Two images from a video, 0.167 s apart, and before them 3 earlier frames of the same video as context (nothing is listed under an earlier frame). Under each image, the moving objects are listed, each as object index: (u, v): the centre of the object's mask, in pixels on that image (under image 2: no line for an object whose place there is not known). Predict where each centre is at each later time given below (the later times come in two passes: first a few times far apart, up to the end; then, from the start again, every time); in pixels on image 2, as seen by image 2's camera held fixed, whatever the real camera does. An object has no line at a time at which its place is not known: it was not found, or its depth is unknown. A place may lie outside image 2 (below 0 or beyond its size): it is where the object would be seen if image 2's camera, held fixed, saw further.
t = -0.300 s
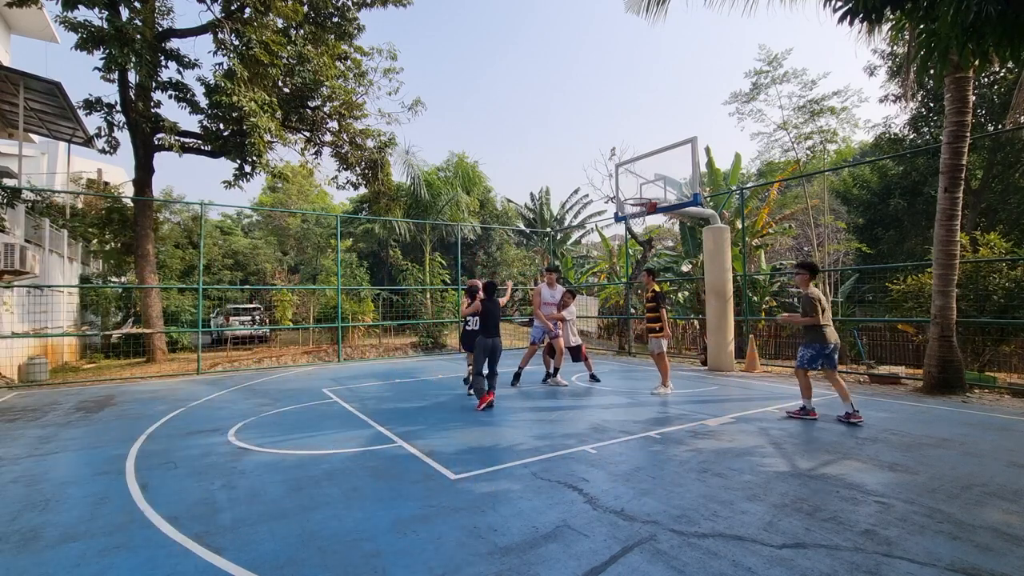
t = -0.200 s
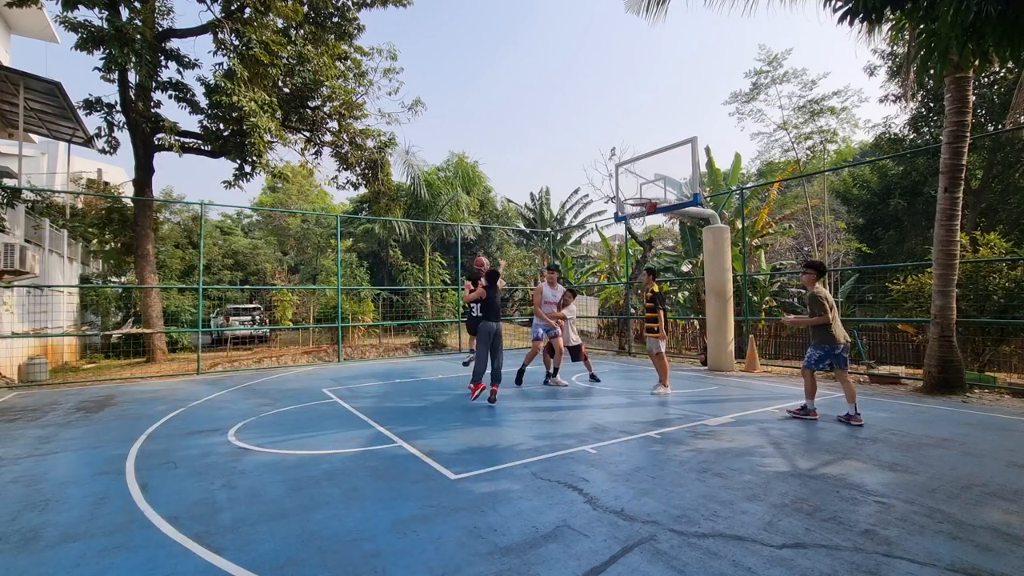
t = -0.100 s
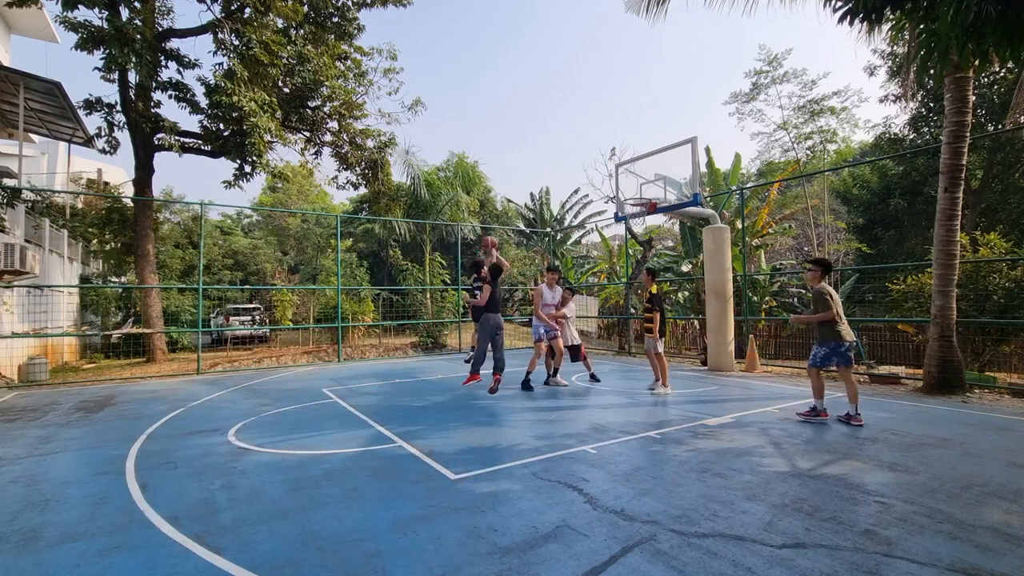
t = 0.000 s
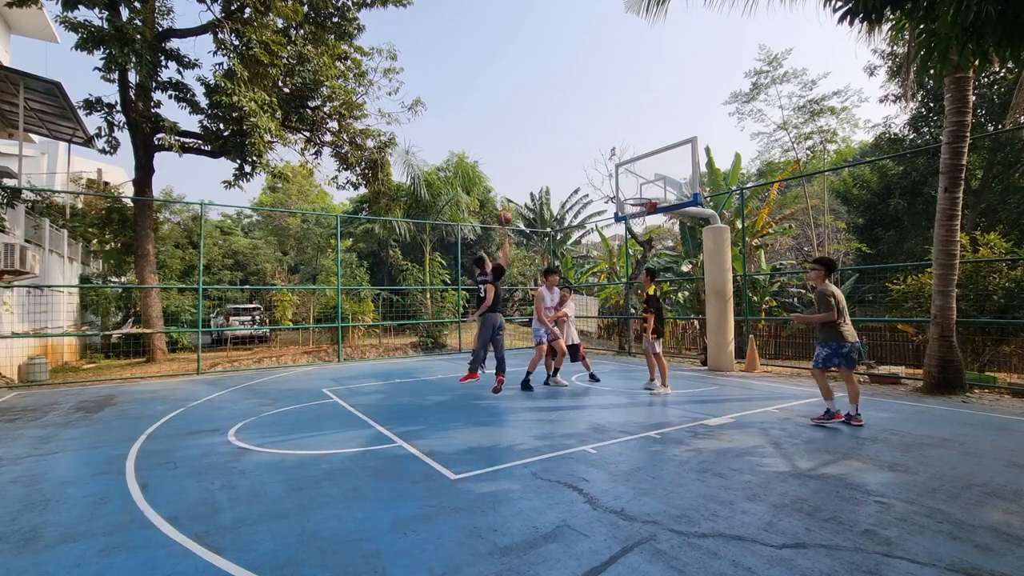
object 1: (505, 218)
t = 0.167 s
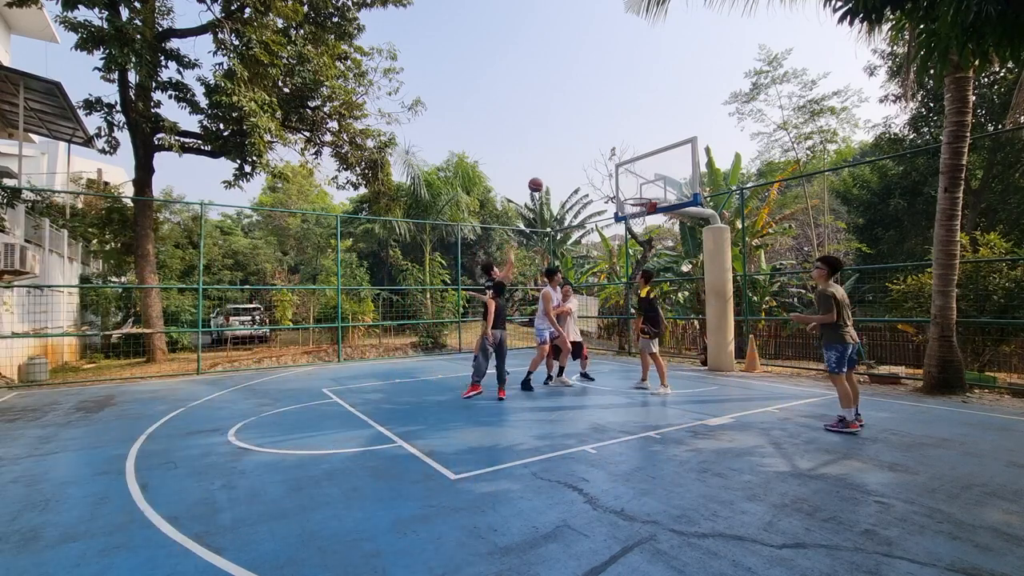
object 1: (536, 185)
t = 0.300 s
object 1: (560, 171)
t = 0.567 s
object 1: (604, 175)
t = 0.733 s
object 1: (630, 198)
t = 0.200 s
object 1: (542, 181)
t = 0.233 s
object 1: (548, 177)
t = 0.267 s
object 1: (554, 173)
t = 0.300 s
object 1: (560, 171)
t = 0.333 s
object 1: (565, 169)
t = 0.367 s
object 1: (571, 168)
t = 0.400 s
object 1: (577, 168)
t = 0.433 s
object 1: (582, 168)
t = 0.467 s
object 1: (588, 168)
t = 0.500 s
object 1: (593, 170)
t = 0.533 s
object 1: (598, 172)
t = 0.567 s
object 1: (604, 175)
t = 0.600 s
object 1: (609, 178)
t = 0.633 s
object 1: (614, 183)
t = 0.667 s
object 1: (620, 187)
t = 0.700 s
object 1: (625, 192)
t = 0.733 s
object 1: (630, 198)
